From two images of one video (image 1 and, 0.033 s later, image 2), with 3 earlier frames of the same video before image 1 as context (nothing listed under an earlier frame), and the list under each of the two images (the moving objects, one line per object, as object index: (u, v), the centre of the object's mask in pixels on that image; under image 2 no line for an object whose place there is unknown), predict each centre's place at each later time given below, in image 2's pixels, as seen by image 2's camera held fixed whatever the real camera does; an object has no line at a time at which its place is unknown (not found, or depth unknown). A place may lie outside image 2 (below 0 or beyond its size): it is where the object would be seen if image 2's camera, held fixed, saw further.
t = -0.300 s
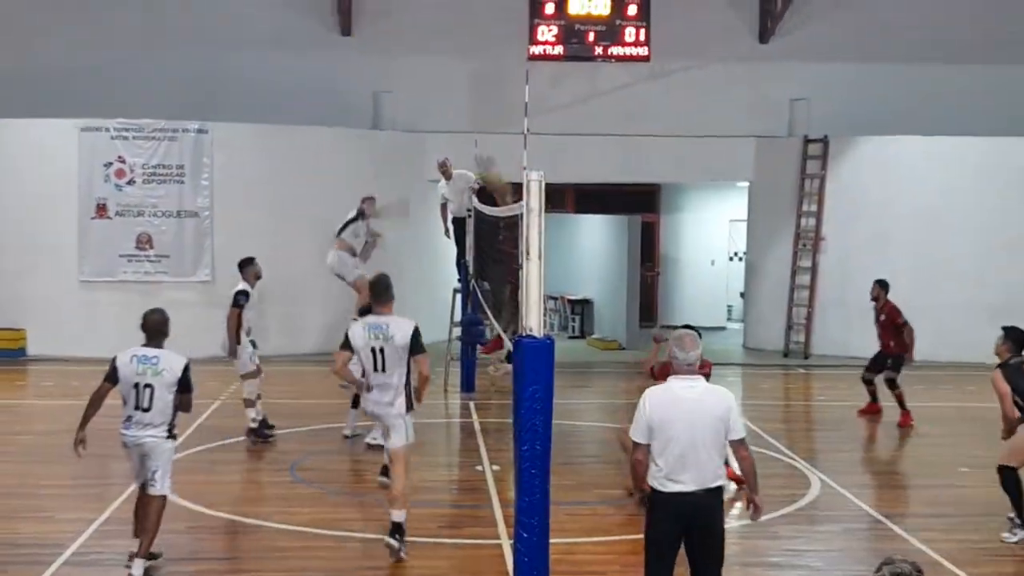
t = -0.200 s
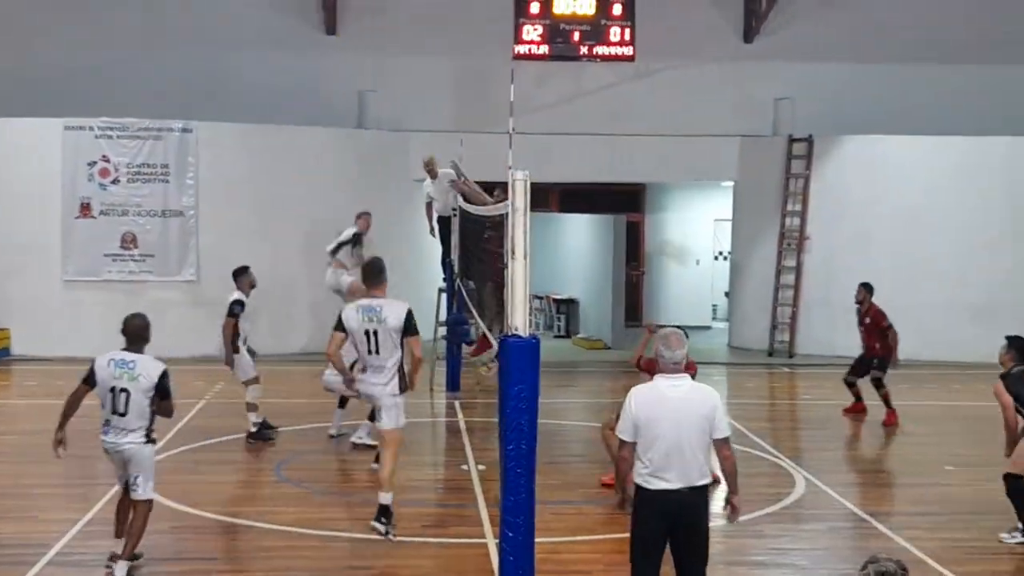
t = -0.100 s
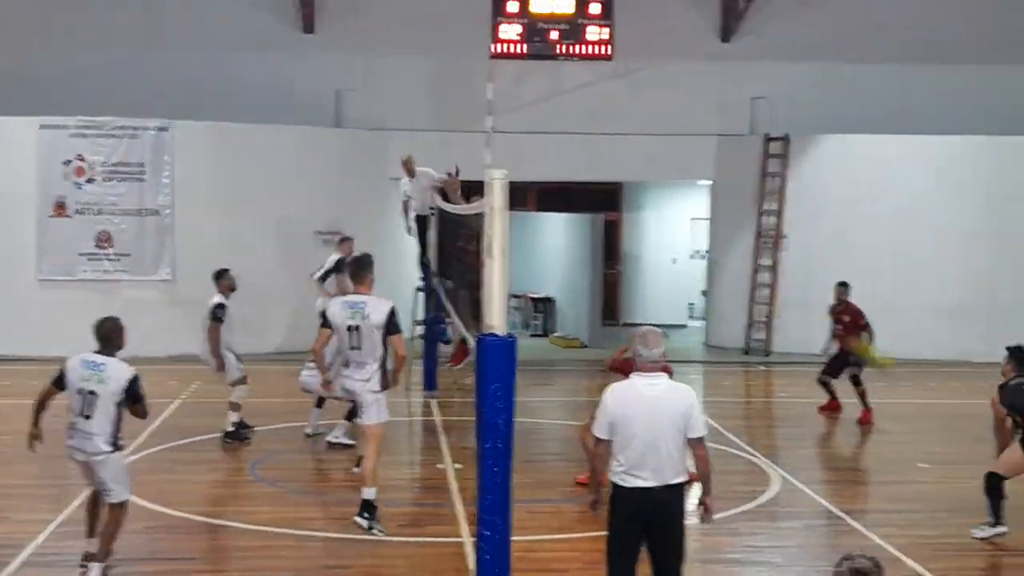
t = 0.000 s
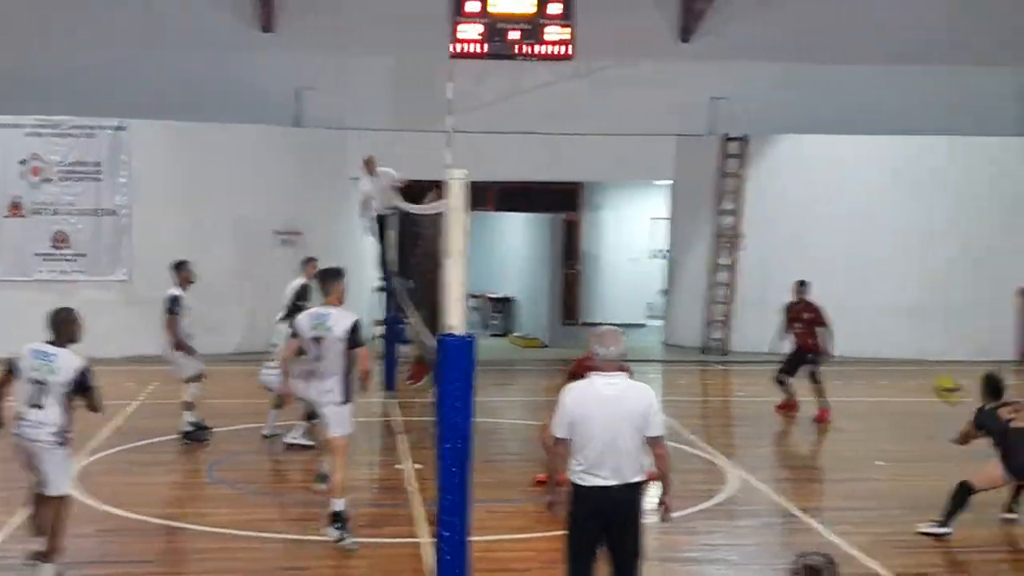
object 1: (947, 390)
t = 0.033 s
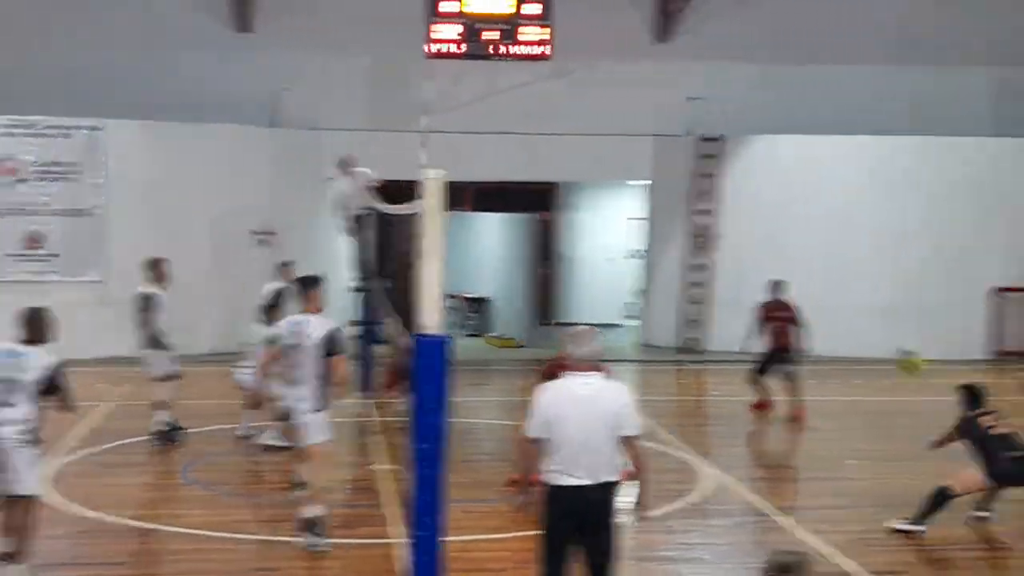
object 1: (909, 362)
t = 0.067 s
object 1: (897, 339)
